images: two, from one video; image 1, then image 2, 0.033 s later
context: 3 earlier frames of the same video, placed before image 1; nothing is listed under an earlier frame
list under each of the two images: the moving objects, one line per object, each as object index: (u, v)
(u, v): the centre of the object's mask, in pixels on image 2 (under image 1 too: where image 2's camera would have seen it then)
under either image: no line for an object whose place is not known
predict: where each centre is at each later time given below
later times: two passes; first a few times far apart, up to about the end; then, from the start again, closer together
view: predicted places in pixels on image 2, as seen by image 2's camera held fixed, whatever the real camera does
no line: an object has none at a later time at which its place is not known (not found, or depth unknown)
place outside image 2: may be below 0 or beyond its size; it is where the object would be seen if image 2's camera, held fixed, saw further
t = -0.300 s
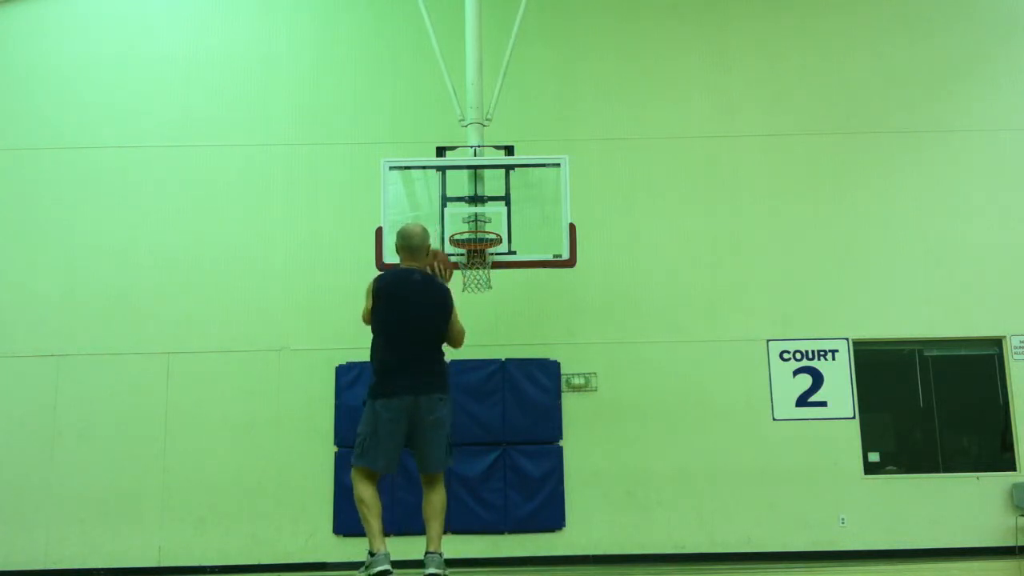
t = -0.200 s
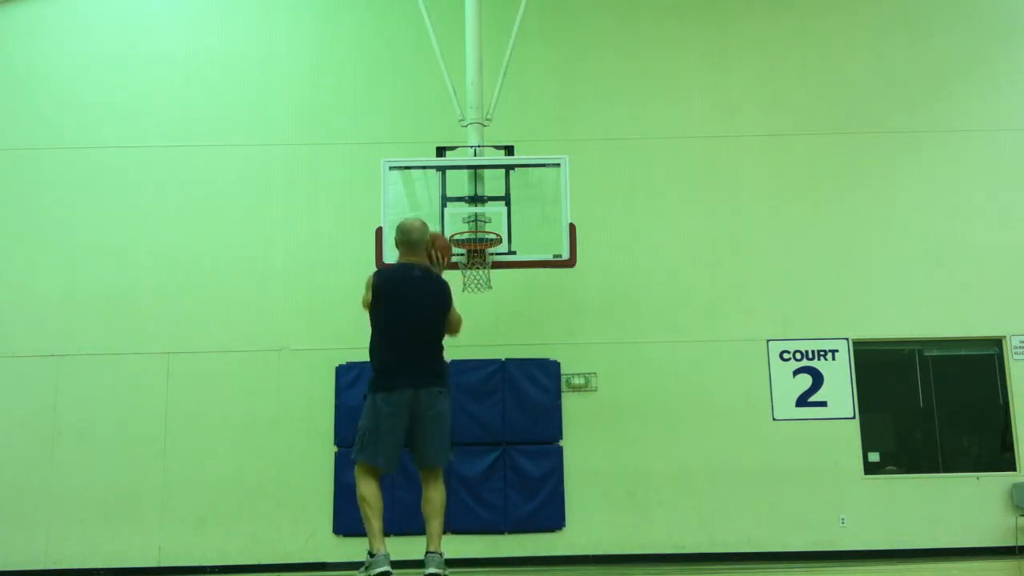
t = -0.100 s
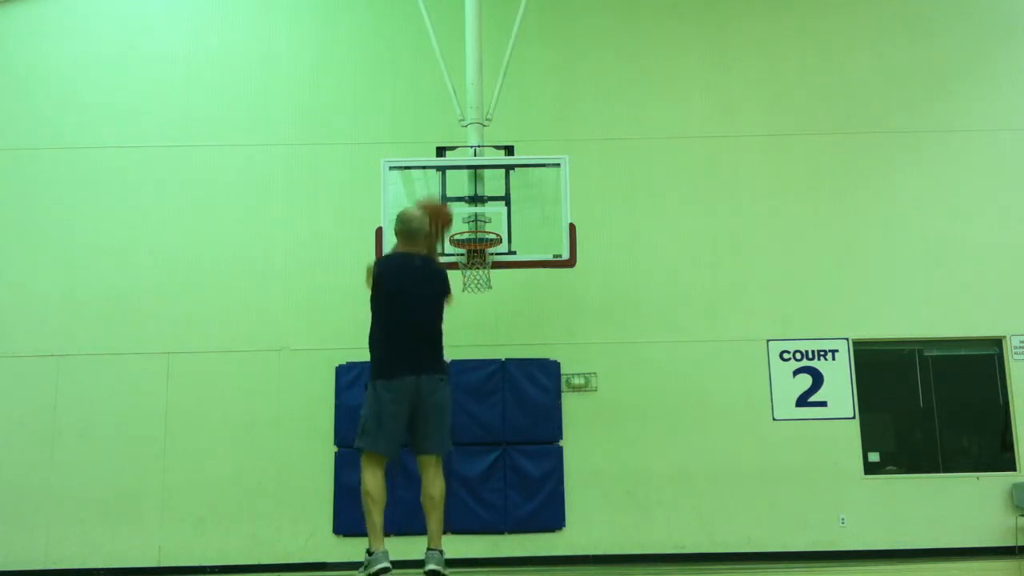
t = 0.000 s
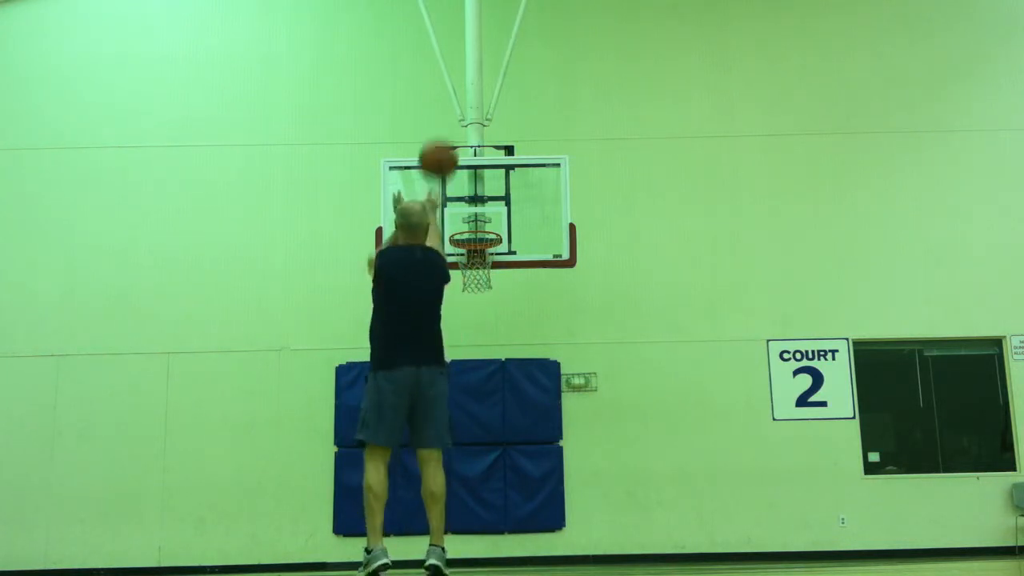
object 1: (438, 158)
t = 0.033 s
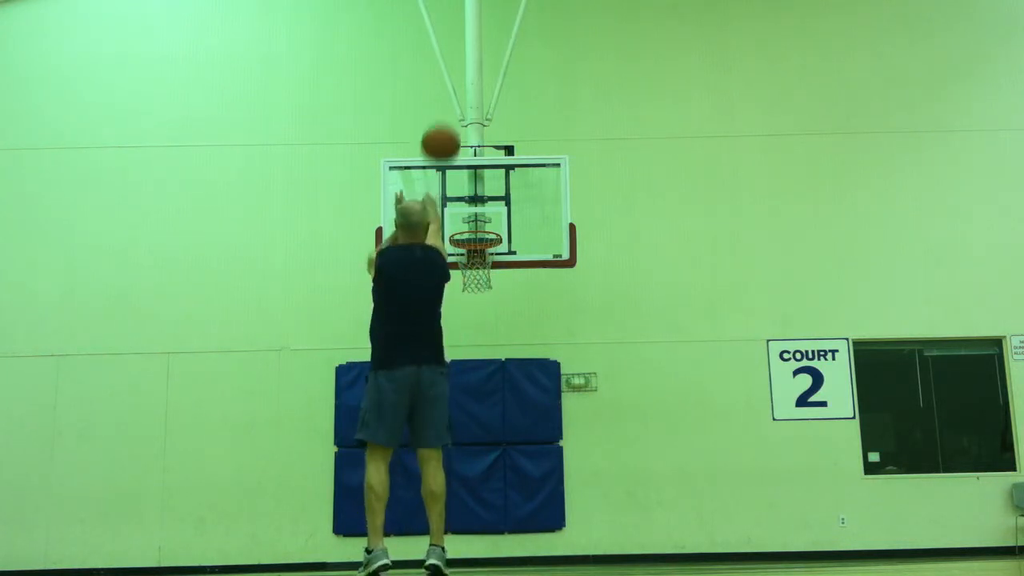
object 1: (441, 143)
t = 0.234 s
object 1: (453, 90)
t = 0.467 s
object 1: (466, 98)
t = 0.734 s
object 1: (479, 174)
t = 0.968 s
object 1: (489, 206)
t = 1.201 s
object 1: (497, 217)
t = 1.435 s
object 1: (513, 235)
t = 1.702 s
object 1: (548, 282)
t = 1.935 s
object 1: (579, 384)
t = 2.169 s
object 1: (614, 550)
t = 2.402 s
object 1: (632, 438)
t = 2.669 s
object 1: (657, 379)
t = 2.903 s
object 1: (680, 388)
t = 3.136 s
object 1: (707, 455)
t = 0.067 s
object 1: (442, 129)
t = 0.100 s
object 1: (445, 118)
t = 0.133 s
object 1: (448, 108)
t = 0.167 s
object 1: (450, 100)
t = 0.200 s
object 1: (451, 94)
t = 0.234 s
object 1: (453, 90)
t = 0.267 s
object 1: (455, 87)
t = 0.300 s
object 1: (457, 86)
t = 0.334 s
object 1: (459, 86)
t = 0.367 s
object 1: (461, 87)
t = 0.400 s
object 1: (463, 89)
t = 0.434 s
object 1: (464, 93)
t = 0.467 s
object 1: (466, 98)
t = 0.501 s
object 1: (468, 104)
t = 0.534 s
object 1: (469, 111)
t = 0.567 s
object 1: (471, 119)
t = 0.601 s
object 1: (473, 128)
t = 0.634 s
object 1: (474, 138)
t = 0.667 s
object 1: (476, 149)
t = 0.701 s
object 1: (477, 162)
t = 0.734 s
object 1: (479, 174)
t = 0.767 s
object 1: (481, 189)
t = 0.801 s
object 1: (482, 203)
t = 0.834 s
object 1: (483, 218)
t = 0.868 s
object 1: (485, 217)
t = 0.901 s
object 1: (486, 212)
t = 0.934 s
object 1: (487, 209)
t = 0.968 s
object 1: (489, 206)
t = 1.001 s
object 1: (490, 204)
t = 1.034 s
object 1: (491, 204)
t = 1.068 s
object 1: (492, 204)
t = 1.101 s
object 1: (493, 206)
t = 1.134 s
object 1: (495, 208)
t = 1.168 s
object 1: (496, 212)
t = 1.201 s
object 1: (497, 217)
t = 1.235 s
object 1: (499, 223)
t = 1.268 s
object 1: (501, 228)
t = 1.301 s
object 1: (502, 229)
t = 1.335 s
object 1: (503, 232)
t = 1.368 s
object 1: (505, 234)
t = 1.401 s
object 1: (509, 234)
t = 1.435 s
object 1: (513, 235)
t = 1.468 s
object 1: (517, 237)
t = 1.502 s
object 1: (521, 240)
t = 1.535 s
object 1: (526, 244)
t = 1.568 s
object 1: (530, 250)
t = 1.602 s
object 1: (535, 256)
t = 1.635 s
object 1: (539, 263)
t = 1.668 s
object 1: (543, 273)
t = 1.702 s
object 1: (548, 282)
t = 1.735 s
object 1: (552, 293)
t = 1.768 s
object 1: (557, 305)
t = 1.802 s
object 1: (561, 318)
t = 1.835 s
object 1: (566, 333)
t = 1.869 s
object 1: (570, 348)
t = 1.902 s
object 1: (574, 365)
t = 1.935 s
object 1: (579, 384)
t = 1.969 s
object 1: (585, 407)
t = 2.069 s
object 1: (599, 473)
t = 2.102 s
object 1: (603, 498)
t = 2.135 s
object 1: (609, 526)
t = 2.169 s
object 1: (614, 550)
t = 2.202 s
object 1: (617, 533)
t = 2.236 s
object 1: (619, 514)
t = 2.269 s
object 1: (622, 497)
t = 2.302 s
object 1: (625, 480)
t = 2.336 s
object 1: (627, 465)
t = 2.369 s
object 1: (630, 451)
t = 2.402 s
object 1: (632, 438)
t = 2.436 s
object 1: (636, 426)
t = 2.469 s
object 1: (639, 416)
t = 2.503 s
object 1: (641, 407)
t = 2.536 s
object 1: (644, 400)
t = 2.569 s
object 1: (647, 393)
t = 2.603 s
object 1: (650, 387)
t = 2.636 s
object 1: (653, 383)
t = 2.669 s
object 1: (657, 379)
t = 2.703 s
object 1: (659, 377)
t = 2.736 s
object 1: (663, 376)
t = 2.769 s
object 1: (666, 376)
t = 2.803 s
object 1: (669, 377)
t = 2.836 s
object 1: (673, 380)
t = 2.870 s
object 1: (677, 384)
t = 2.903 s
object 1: (680, 388)
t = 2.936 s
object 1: (683, 394)
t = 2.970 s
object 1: (687, 401)
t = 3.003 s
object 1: (691, 409)
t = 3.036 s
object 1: (695, 419)
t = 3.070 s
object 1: (699, 430)
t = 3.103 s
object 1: (703, 442)
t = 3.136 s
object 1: (707, 455)
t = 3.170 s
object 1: (711, 470)
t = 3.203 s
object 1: (716, 486)
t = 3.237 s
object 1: (720, 503)
